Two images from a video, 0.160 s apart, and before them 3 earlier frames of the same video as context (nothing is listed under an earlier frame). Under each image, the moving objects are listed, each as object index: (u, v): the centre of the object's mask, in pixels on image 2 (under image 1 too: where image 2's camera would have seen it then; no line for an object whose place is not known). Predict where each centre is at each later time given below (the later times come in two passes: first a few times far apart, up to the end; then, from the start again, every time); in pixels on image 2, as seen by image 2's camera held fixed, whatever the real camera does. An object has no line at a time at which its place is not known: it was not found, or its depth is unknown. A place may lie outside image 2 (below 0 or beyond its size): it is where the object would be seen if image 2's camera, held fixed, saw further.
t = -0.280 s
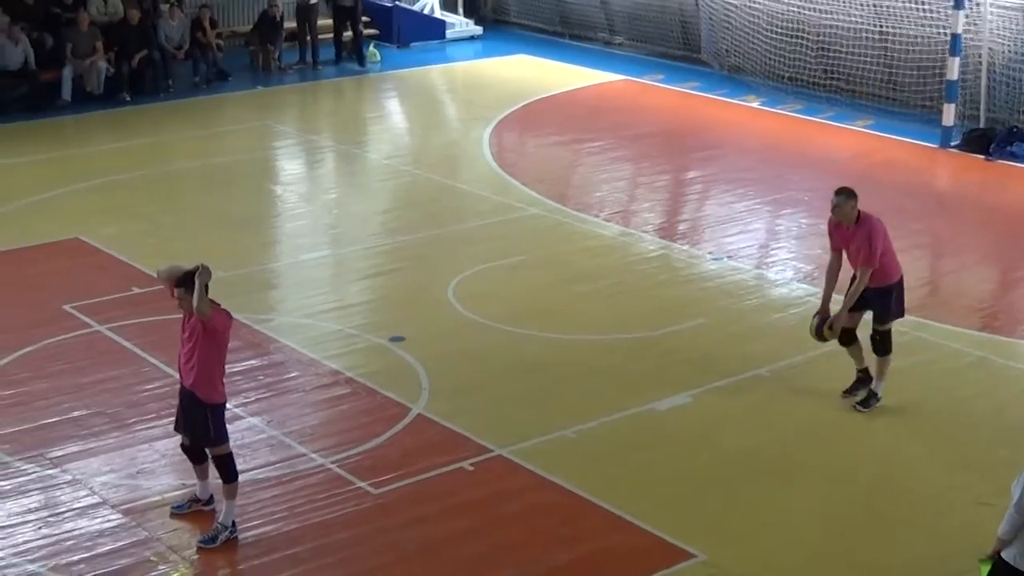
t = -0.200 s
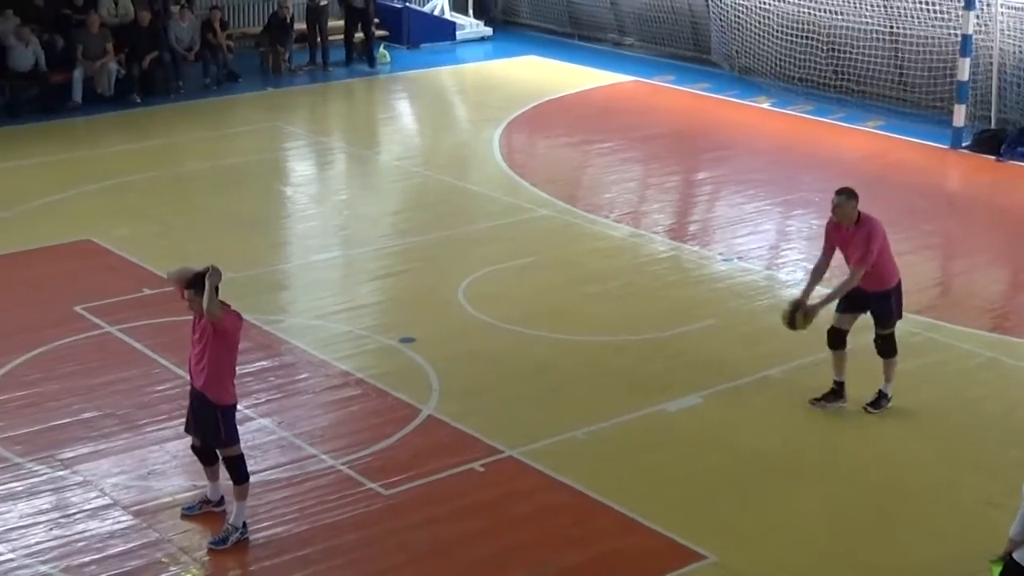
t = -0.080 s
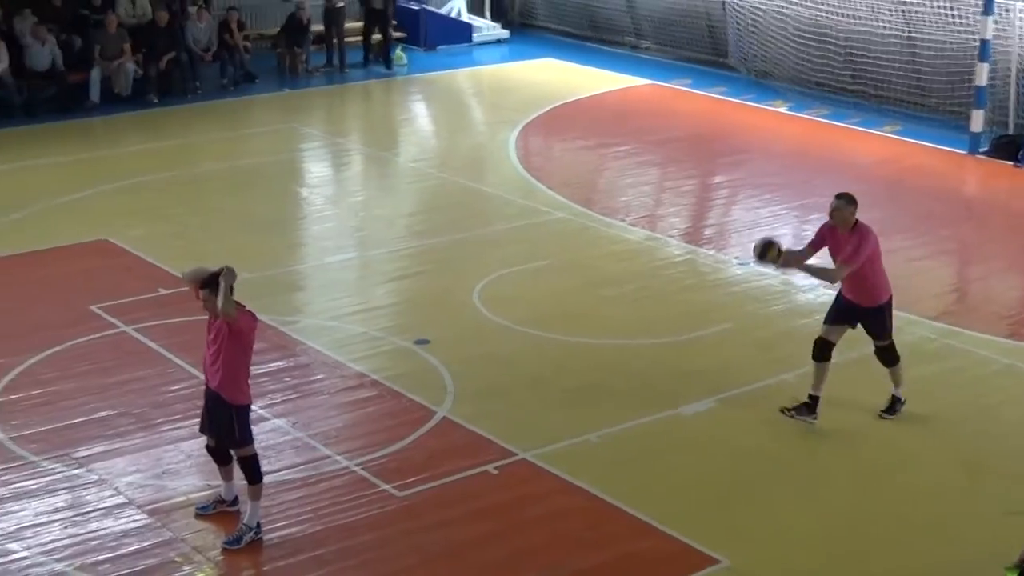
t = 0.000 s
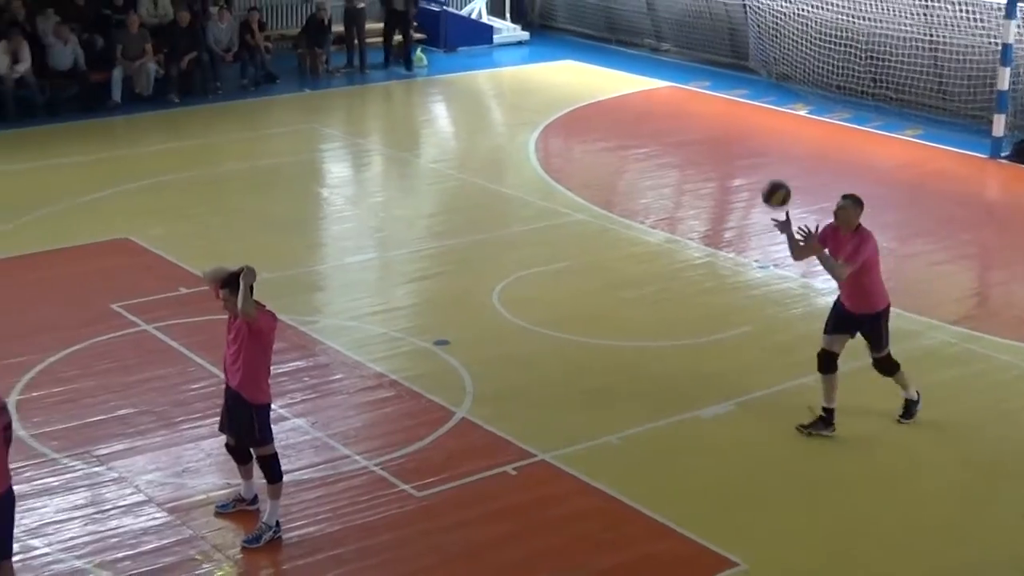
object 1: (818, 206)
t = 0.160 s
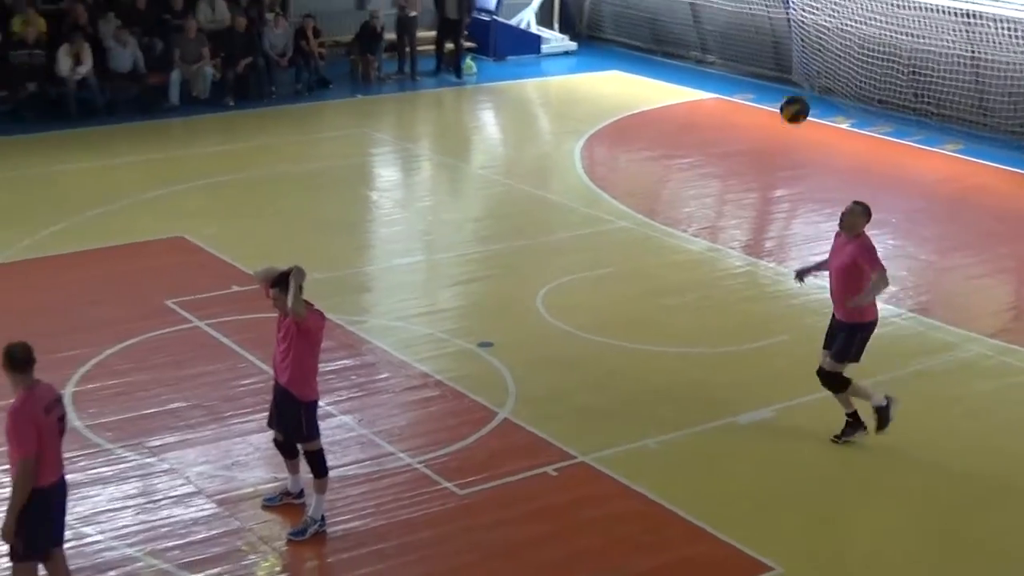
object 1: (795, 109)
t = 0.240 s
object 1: (778, 75)
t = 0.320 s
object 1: (764, 50)
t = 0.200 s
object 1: (788, 92)
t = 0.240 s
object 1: (778, 75)
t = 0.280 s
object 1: (773, 61)
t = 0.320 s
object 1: (764, 50)
